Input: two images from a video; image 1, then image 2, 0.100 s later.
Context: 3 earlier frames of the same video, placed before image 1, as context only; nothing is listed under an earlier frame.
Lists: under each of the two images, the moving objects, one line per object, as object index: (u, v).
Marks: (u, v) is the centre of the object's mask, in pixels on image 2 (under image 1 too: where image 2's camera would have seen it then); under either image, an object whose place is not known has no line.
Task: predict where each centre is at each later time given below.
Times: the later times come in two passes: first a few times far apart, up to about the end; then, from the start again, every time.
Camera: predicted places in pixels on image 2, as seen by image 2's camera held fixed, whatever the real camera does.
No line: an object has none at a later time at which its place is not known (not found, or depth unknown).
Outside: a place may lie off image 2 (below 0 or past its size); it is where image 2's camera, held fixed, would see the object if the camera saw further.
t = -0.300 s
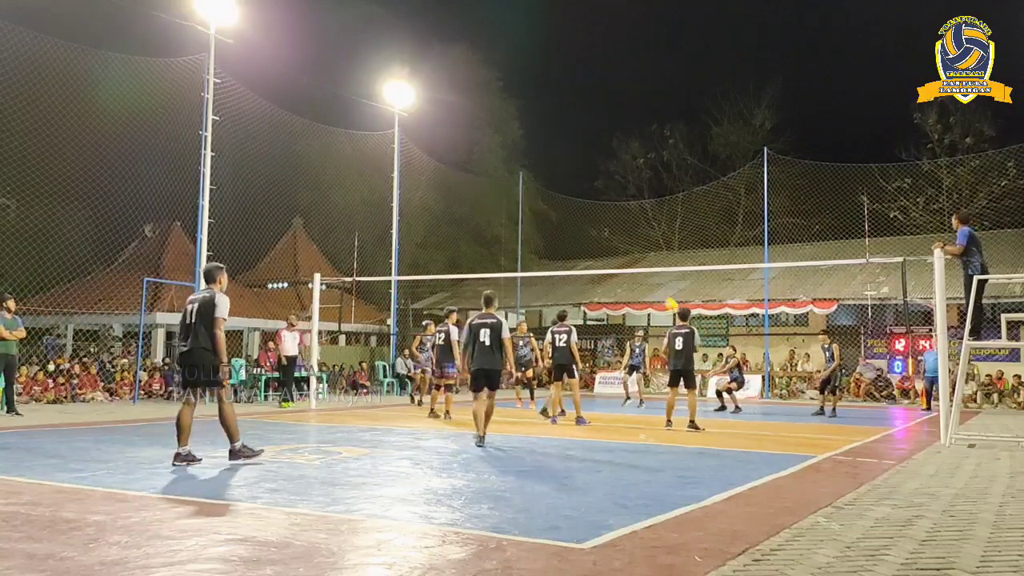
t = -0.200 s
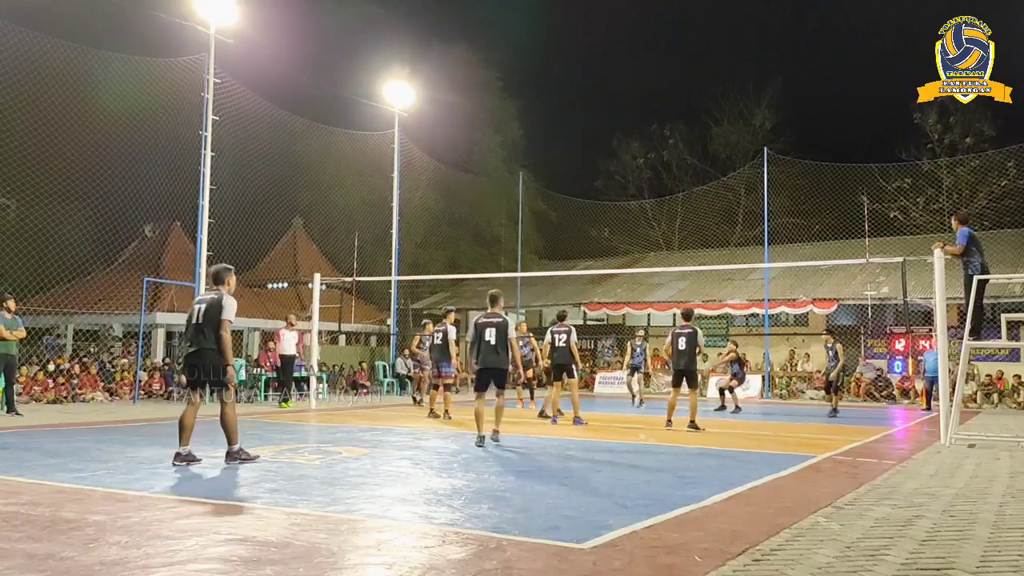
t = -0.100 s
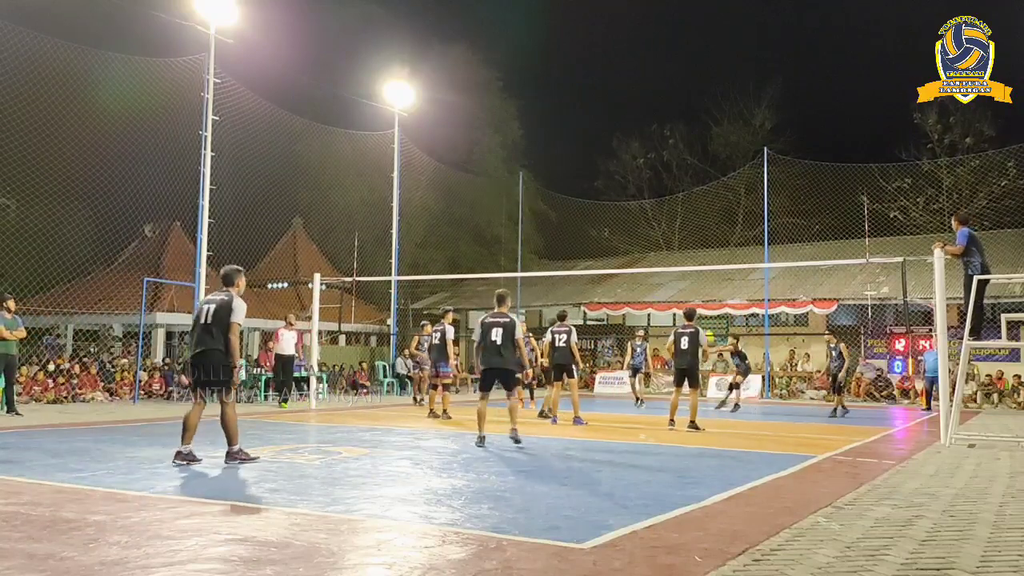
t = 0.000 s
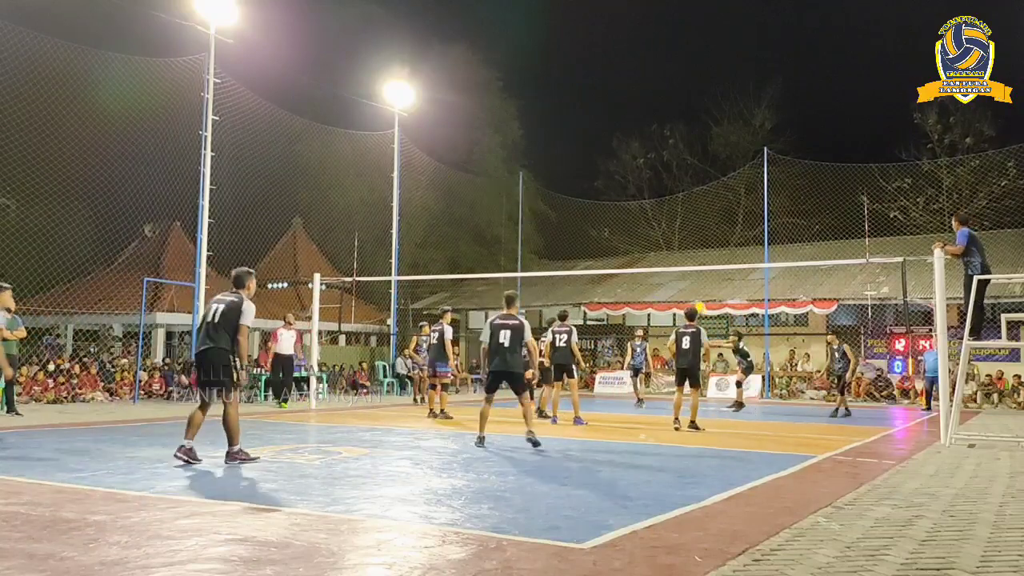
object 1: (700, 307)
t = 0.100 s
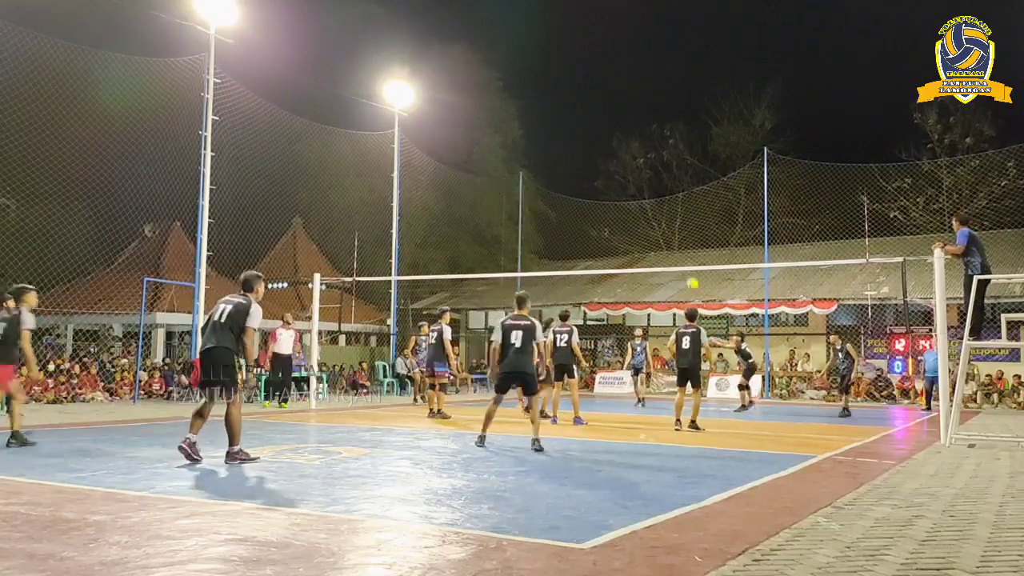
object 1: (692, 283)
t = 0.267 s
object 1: (678, 253)
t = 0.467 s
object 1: (661, 233)
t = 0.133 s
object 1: (690, 277)
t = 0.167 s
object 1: (687, 270)
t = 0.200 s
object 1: (684, 263)
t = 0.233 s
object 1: (681, 258)
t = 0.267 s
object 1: (678, 253)
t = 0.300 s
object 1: (675, 248)
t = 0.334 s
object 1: (673, 244)
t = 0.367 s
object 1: (670, 240)
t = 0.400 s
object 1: (667, 237)
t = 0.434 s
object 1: (663, 235)
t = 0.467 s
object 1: (661, 233)
